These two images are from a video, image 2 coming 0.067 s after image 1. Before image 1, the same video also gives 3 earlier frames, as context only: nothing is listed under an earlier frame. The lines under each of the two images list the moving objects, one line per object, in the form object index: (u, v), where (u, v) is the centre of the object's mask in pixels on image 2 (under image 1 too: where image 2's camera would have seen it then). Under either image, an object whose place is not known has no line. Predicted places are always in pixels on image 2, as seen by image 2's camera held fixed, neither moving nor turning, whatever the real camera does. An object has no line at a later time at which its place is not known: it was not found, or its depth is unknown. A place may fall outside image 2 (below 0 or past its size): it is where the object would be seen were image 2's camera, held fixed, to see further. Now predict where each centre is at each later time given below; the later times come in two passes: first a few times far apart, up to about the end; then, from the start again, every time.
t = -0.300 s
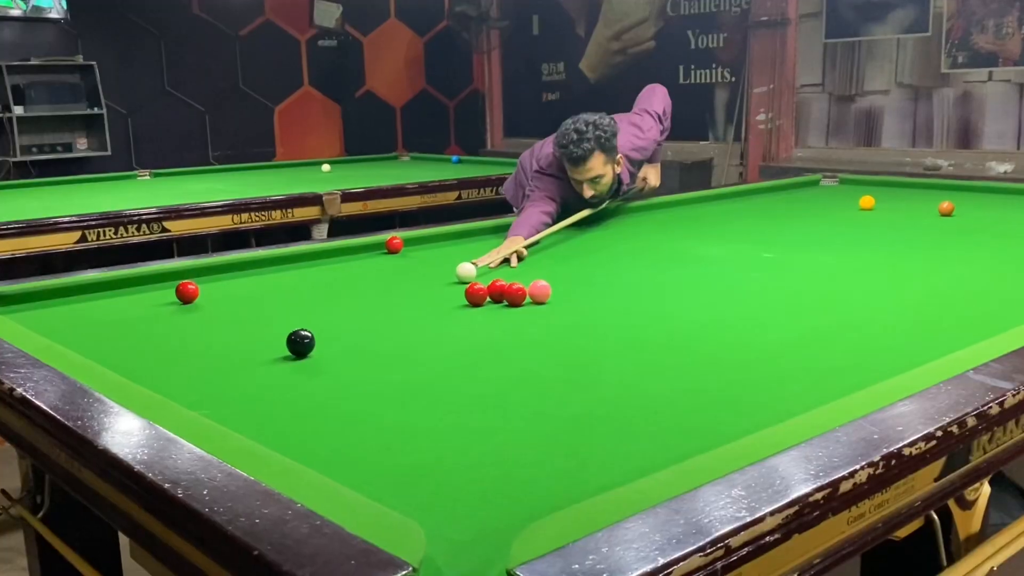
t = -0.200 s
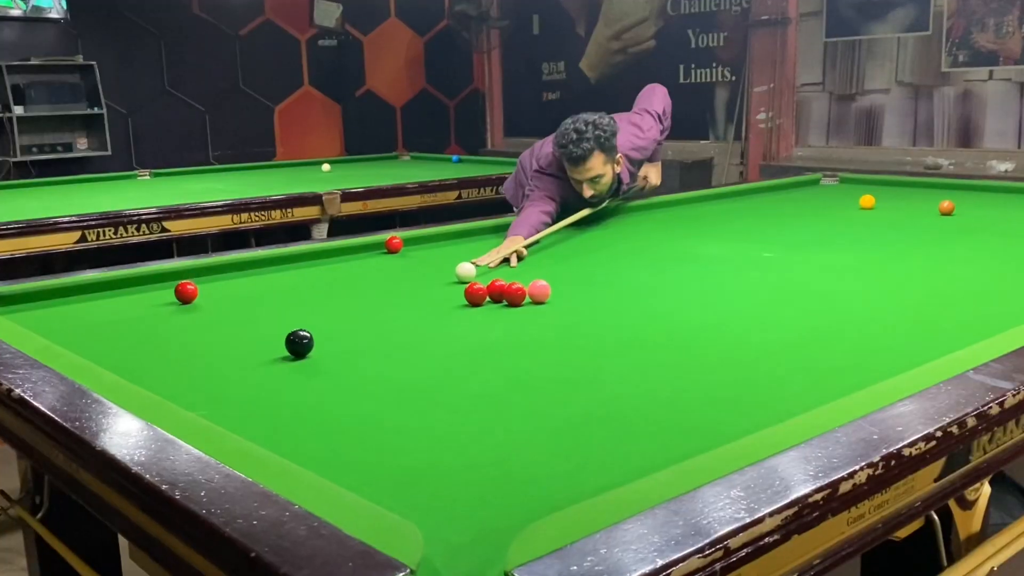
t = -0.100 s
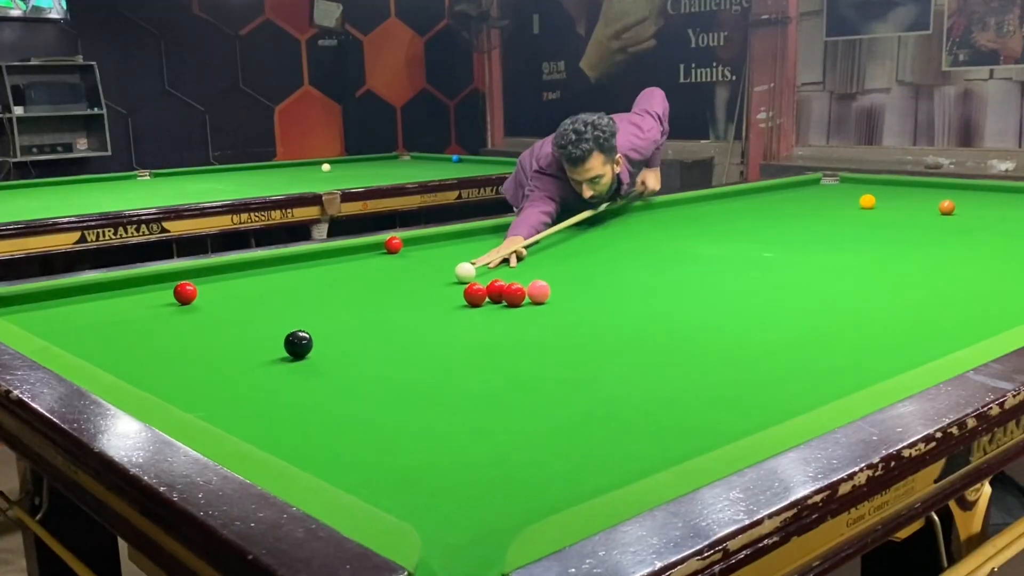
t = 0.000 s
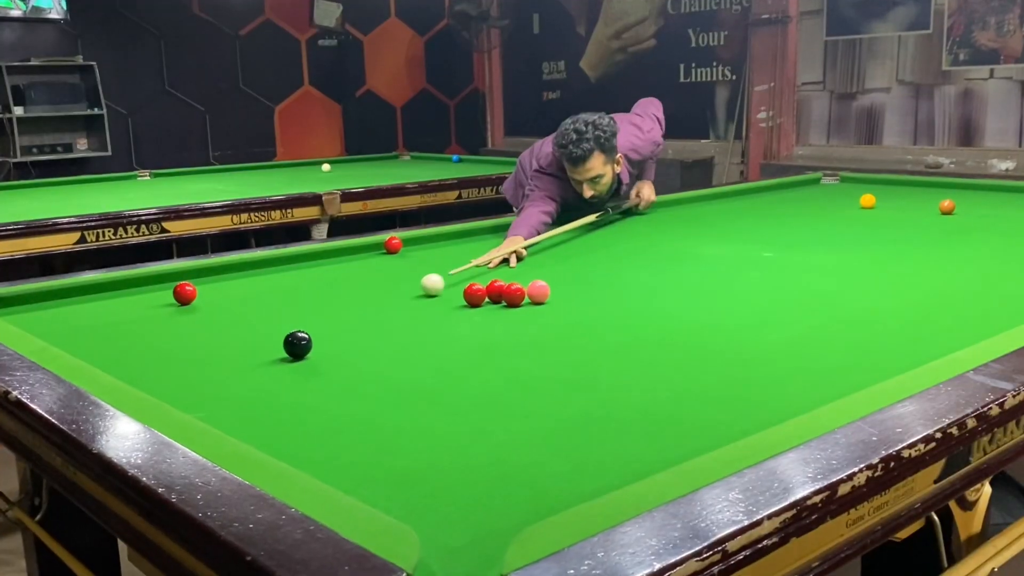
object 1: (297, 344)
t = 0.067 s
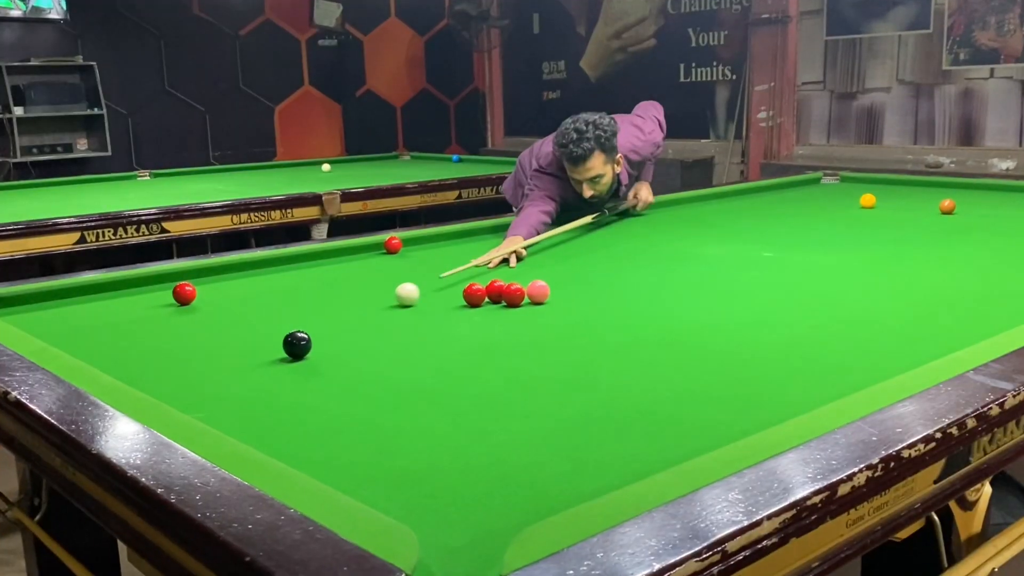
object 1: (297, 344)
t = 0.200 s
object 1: (297, 344)
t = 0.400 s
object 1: (303, 353)
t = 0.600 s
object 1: (315, 373)
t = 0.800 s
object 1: (329, 395)
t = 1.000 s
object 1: (345, 418)
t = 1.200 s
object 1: (362, 445)
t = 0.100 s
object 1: (297, 344)
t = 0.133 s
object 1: (297, 344)
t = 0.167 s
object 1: (297, 344)
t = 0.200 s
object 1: (297, 344)
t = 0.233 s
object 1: (297, 344)
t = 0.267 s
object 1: (297, 344)
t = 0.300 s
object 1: (297, 345)
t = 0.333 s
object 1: (298, 345)
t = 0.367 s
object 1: (300, 349)
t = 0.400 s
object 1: (303, 353)
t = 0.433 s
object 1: (305, 356)
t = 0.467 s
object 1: (307, 359)
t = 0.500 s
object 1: (309, 363)
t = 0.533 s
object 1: (311, 366)
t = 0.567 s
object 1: (313, 369)
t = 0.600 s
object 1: (315, 373)
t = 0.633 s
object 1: (318, 376)
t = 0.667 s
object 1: (320, 380)
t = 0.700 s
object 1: (322, 383)
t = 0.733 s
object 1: (325, 387)
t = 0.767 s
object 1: (327, 391)
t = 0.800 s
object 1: (329, 395)
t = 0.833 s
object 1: (332, 398)
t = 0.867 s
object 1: (334, 402)
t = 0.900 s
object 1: (337, 406)
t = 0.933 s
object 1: (339, 410)
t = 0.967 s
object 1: (342, 414)
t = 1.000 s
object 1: (345, 418)
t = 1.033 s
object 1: (347, 423)
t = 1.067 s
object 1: (350, 427)
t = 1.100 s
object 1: (353, 431)
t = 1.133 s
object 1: (356, 436)
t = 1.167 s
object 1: (359, 440)
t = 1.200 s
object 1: (362, 445)
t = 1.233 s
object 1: (365, 450)
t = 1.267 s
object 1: (368, 455)
